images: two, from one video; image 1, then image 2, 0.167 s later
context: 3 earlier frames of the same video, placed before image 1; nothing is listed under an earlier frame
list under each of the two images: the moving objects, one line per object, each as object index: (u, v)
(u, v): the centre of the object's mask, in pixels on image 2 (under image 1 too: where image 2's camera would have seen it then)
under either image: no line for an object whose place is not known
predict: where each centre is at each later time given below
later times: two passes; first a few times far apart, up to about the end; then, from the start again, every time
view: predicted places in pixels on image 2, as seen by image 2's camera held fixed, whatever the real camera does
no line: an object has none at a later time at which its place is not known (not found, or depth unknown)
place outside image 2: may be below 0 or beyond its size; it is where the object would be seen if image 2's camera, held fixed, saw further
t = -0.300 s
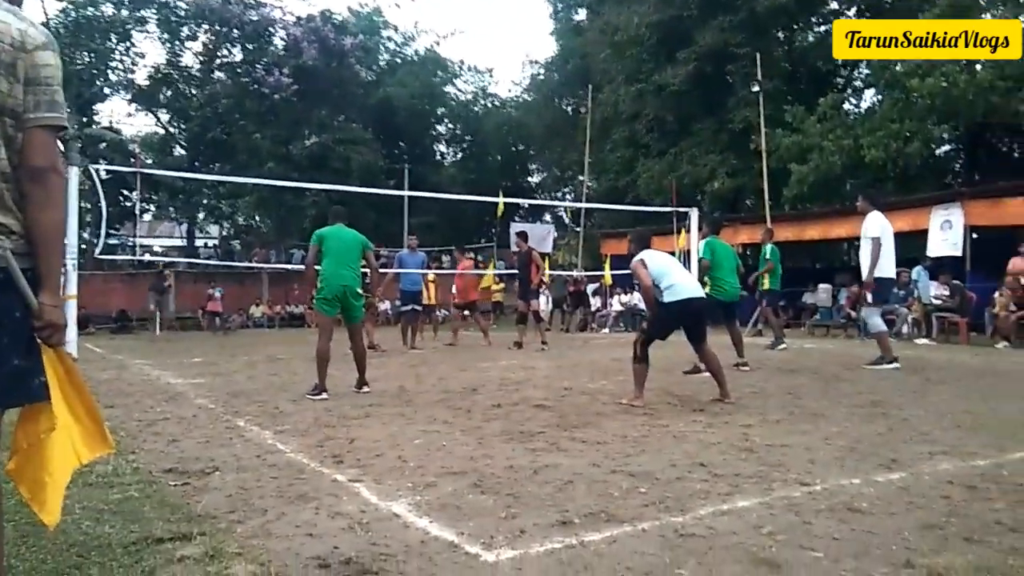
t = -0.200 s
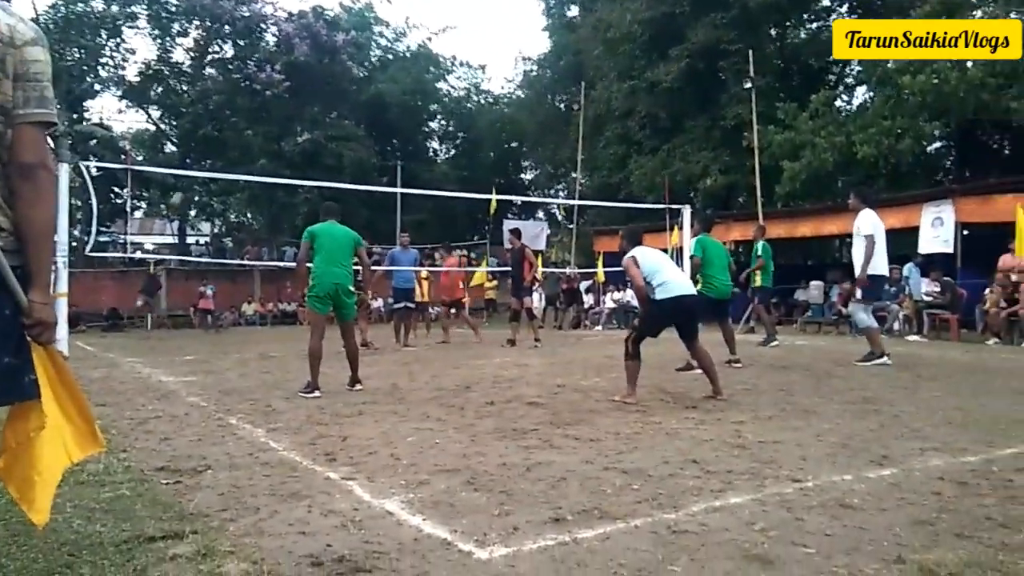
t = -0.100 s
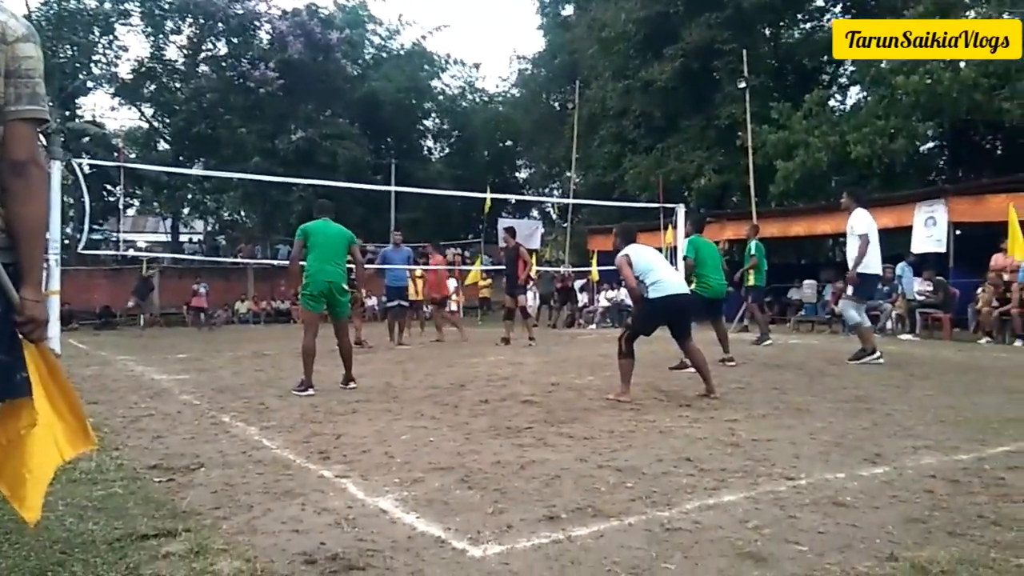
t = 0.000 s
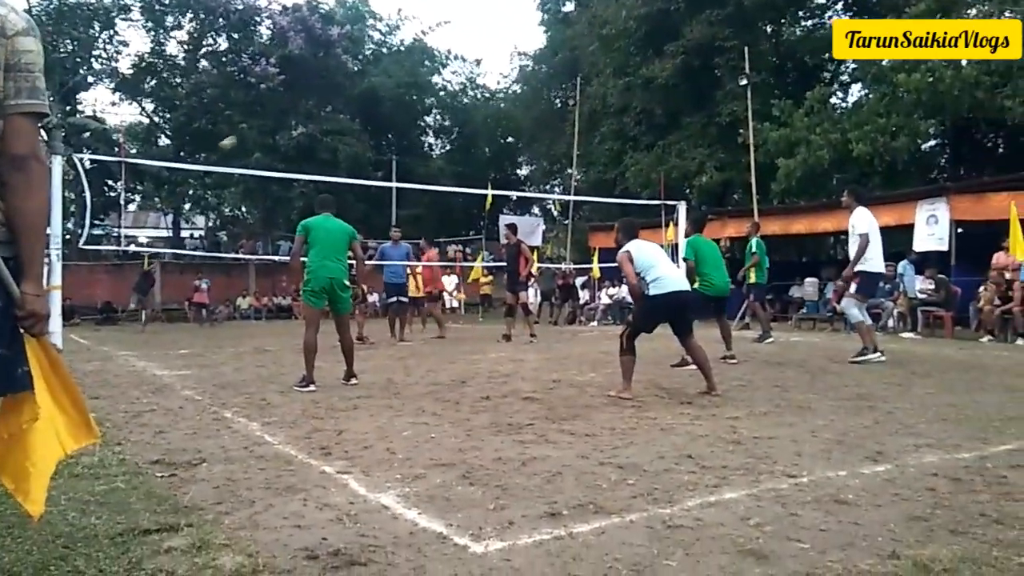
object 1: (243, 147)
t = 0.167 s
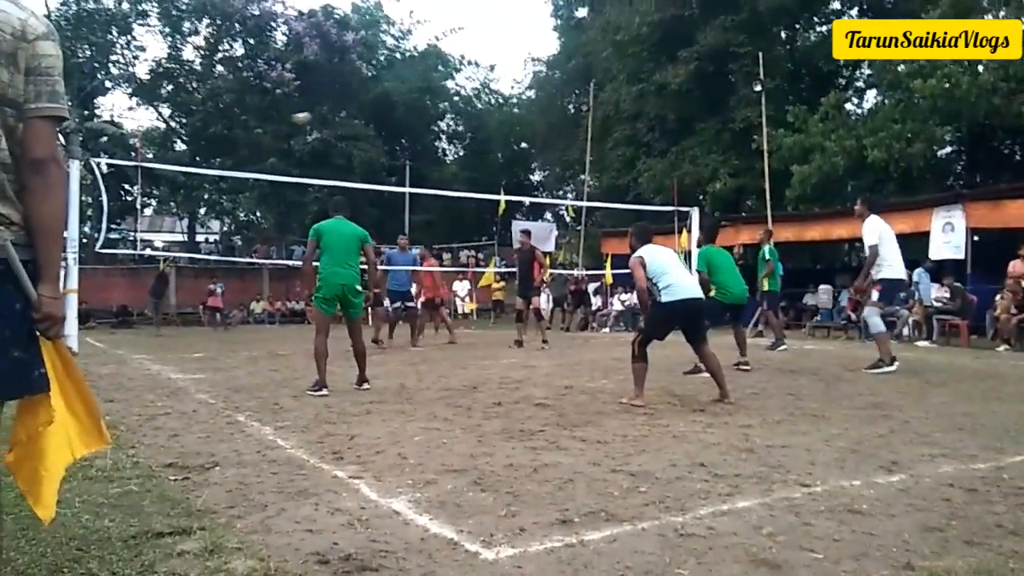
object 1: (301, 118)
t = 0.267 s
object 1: (342, 106)
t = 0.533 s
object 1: (469, 103)
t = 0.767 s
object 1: (616, 150)
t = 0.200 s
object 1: (315, 113)
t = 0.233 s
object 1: (327, 109)
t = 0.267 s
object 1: (342, 106)
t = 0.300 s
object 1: (355, 104)
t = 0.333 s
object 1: (370, 101)
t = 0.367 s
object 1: (385, 99)
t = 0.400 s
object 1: (401, 98)
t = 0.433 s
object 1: (418, 98)
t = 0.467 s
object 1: (434, 99)
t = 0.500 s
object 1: (451, 100)
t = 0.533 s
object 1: (469, 103)
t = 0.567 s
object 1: (489, 106)
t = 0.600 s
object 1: (506, 111)
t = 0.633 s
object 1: (527, 117)
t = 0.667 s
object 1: (548, 122)
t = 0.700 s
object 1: (570, 130)
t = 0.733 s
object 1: (593, 139)
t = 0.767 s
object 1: (616, 150)
